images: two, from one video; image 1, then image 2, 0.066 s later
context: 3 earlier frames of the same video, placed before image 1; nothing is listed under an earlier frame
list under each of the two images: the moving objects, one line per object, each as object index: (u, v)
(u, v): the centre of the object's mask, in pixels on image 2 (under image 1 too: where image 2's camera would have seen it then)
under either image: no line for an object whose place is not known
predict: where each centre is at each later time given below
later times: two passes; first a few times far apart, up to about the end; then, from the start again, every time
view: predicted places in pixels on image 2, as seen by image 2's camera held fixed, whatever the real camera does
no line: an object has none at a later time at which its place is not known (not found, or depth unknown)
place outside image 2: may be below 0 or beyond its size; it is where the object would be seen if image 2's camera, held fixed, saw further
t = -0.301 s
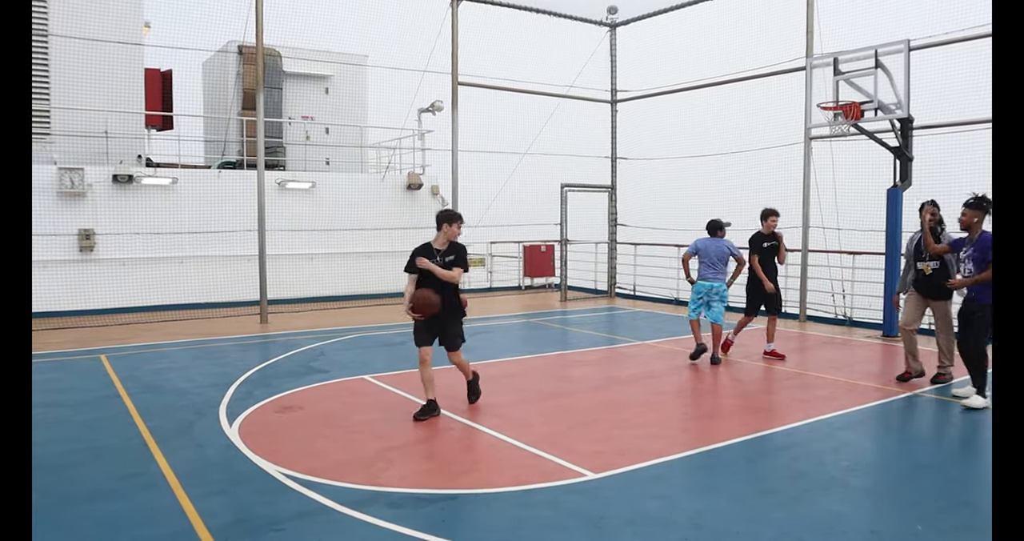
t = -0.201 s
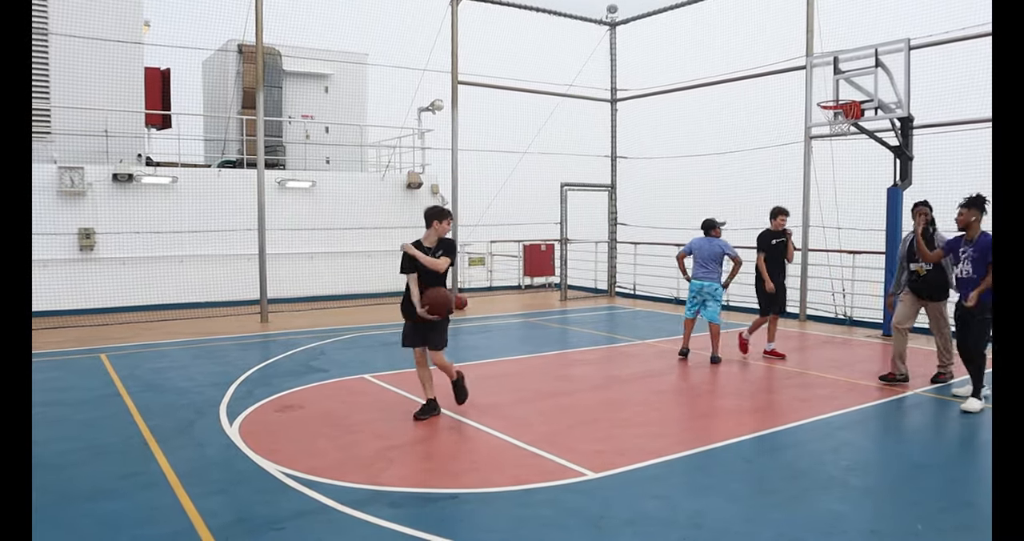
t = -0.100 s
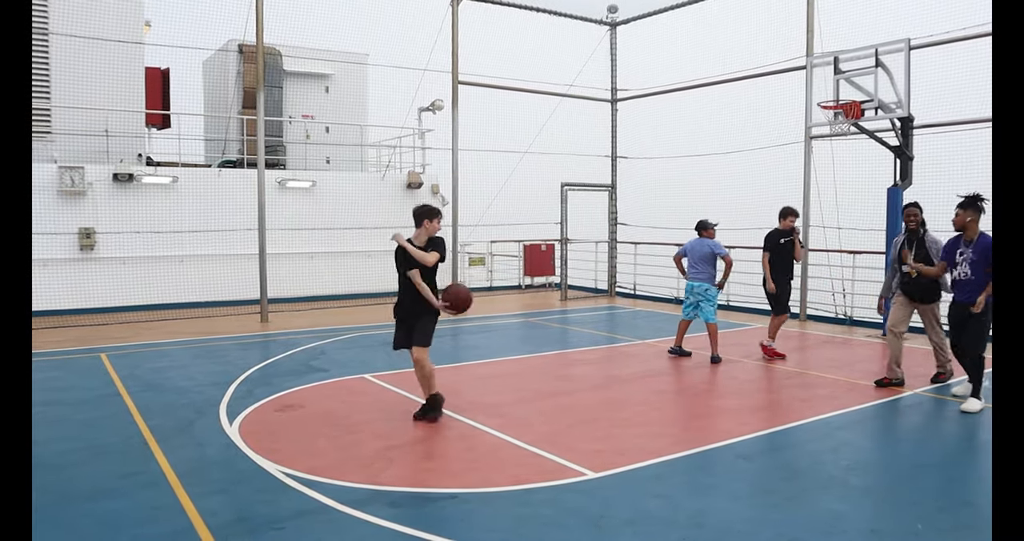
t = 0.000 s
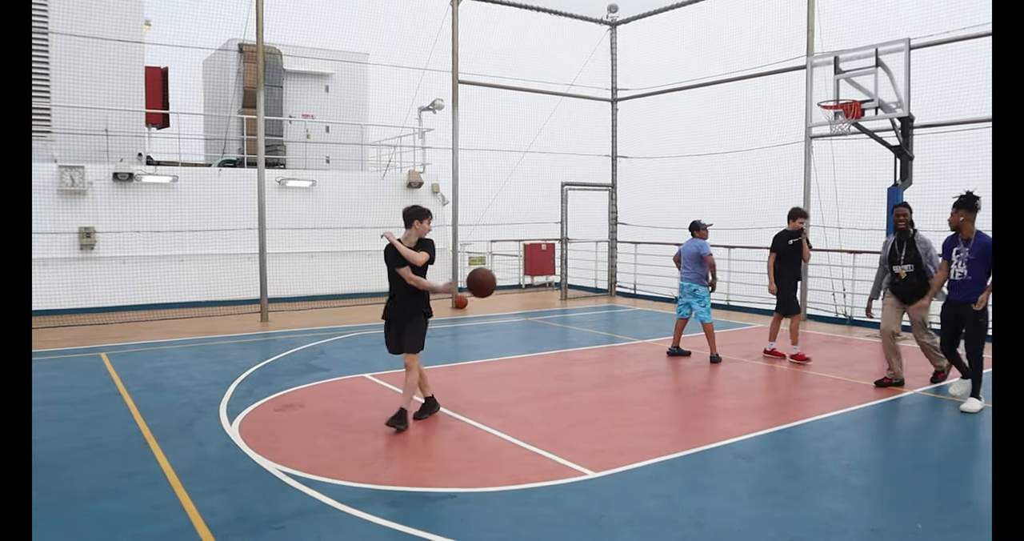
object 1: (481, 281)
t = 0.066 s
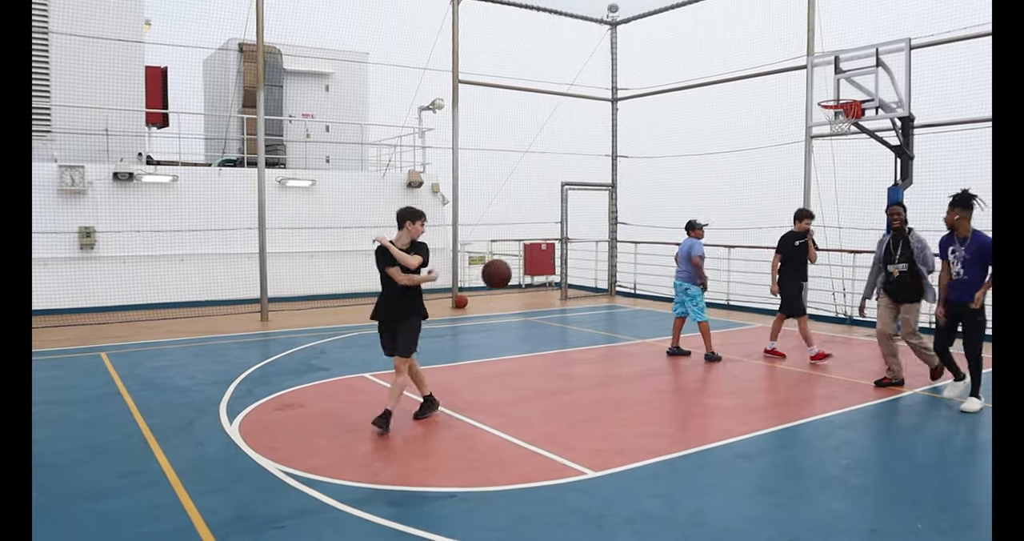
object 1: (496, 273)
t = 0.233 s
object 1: (533, 276)
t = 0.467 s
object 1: (579, 334)
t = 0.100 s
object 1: (504, 272)
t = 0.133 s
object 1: (511, 271)
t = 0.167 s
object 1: (518, 271)
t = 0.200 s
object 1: (526, 273)
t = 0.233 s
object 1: (533, 276)
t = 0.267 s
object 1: (540, 281)
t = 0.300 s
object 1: (546, 287)
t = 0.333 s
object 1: (553, 294)
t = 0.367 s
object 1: (560, 303)
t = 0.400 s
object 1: (566, 312)
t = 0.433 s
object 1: (573, 323)
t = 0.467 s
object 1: (579, 334)
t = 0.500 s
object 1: (585, 347)
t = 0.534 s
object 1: (591, 361)
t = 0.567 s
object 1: (596, 374)
